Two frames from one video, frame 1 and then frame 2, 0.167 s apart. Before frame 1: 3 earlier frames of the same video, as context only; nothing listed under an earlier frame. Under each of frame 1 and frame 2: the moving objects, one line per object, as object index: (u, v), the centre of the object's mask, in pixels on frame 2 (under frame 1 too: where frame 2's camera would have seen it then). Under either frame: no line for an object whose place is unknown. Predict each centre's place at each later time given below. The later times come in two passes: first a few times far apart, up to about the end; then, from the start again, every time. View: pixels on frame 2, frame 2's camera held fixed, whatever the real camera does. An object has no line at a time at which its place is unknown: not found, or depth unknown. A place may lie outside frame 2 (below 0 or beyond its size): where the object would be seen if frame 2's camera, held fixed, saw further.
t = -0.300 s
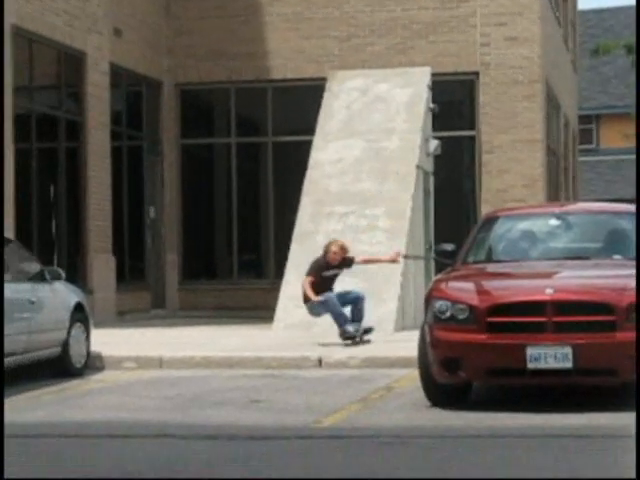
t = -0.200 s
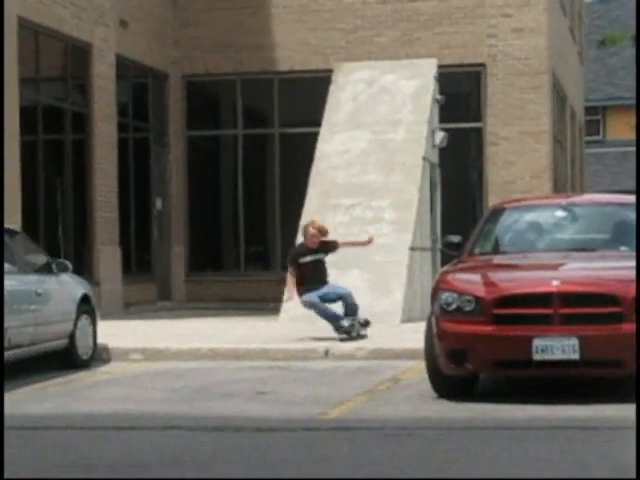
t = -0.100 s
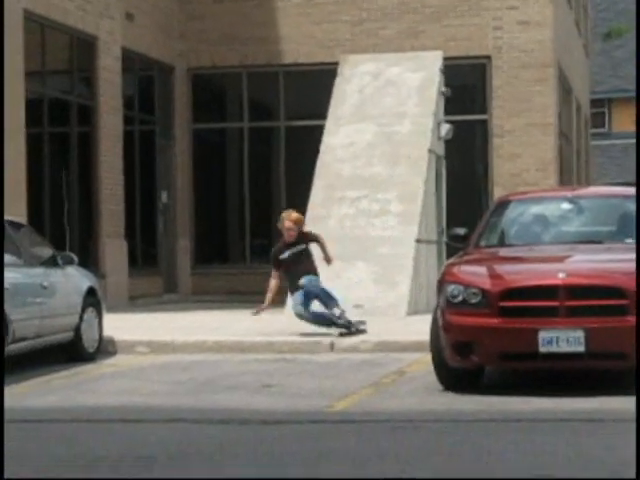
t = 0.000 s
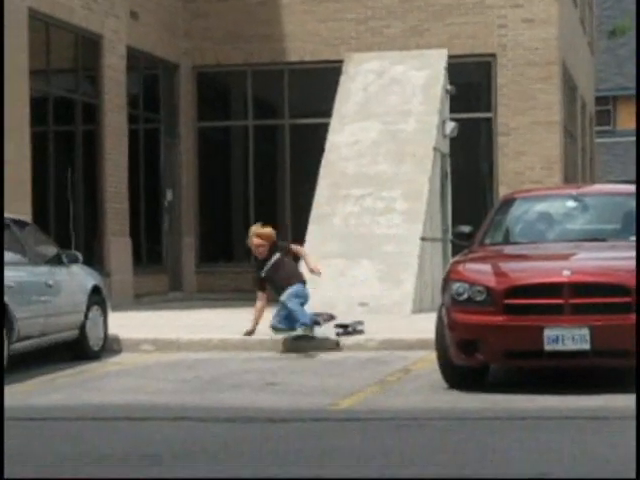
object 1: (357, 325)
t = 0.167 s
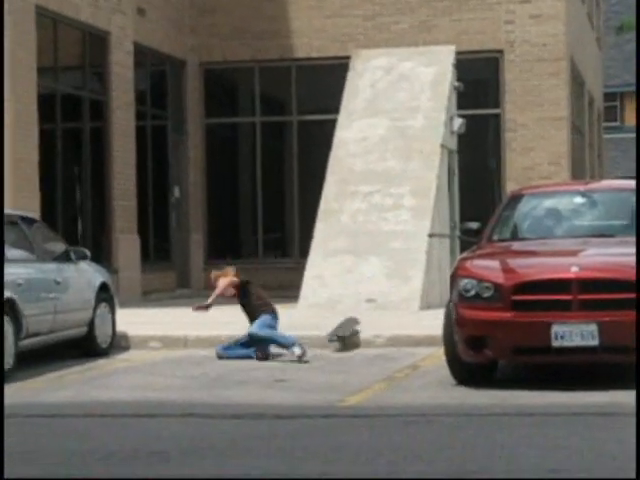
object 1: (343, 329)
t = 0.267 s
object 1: (335, 341)
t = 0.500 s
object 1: (302, 348)
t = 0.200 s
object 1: (341, 332)
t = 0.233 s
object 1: (339, 339)
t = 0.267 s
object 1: (335, 341)
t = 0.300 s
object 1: (328, 343)
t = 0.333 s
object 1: (326, 345)
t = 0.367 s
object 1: (323, 345)
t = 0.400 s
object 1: (318, 346)
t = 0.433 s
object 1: (315, 346)
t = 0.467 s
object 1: (308, 346)
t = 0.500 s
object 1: (302, 348)
